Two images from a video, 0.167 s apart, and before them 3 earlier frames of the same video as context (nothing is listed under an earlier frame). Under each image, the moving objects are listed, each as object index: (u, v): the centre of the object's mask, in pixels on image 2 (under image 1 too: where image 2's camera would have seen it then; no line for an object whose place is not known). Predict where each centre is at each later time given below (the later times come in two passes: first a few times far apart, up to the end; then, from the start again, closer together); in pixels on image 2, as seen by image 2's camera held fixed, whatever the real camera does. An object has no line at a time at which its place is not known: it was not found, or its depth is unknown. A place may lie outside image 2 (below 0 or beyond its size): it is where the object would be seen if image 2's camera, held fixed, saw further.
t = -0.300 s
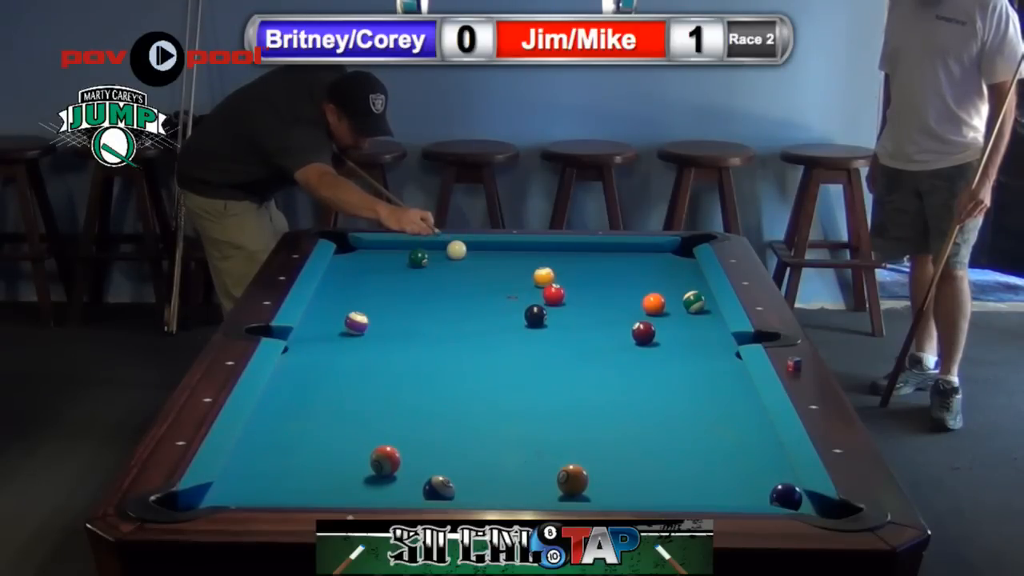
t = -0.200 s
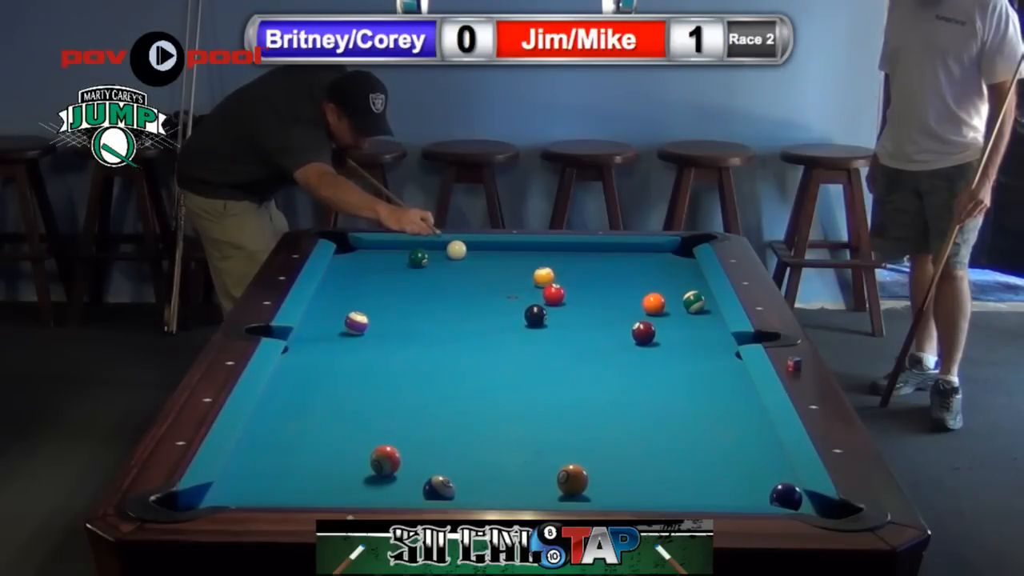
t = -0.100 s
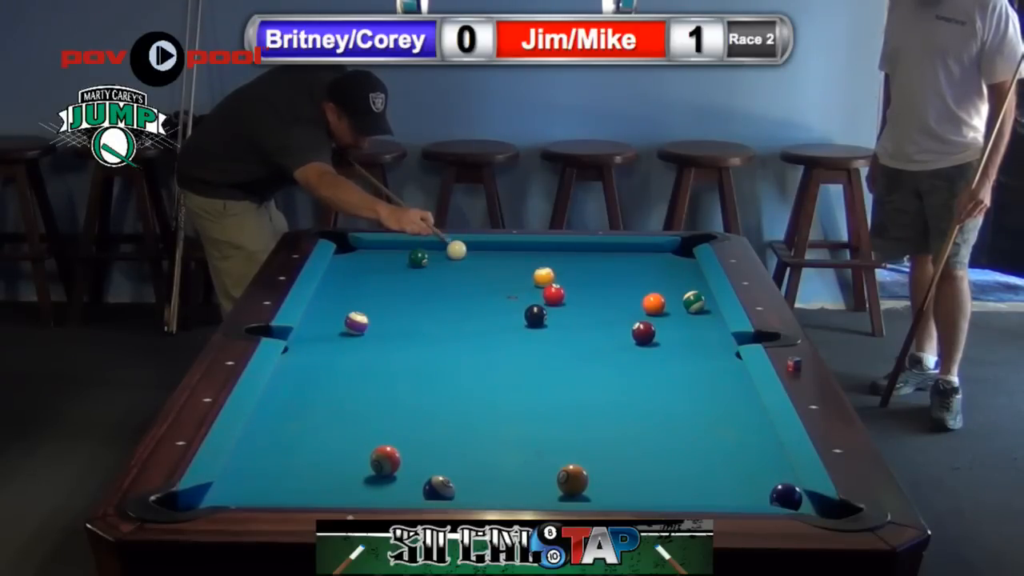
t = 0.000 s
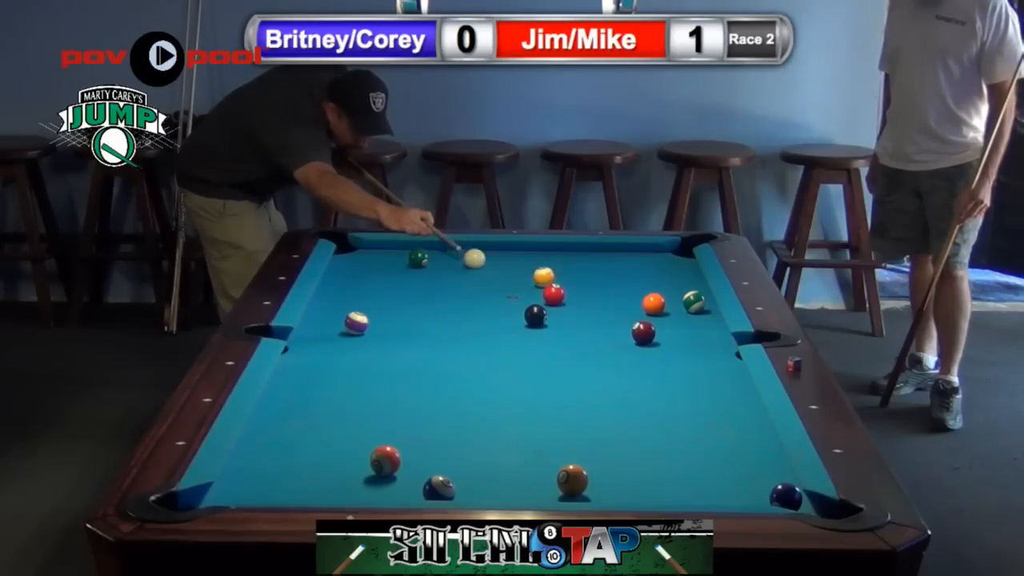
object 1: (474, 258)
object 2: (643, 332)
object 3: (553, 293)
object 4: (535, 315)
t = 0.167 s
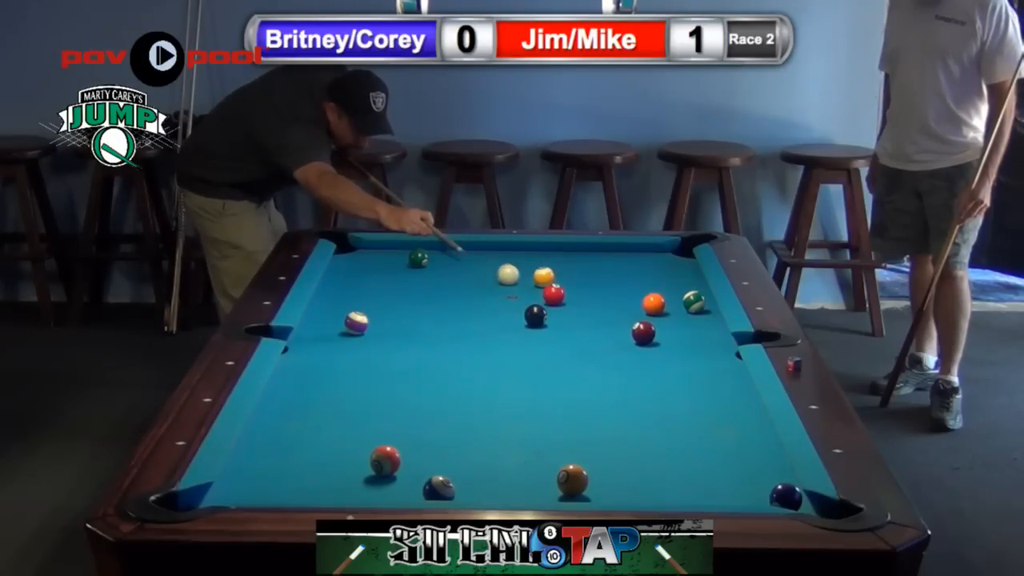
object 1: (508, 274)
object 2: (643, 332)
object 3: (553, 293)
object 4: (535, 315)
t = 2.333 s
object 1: (580, 321)
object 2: (643, 390)
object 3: (645, 344)
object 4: (510, 330)
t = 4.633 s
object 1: (581, 321)
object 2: (638, 429)
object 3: (612, 348)
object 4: (509, 331)
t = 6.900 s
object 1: (582, 321)
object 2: (638, 429)
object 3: (612, 348)
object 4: (509, 331)
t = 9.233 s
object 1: (582, 321)
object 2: (638, 429)
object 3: (612, 348)
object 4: (509, 331)
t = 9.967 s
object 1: (582, 321)
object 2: (638, 428)
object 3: (612, 349)
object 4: (509, 331)
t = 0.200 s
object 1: (514, 277)
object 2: (643, 332)
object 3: (553, 293)
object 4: (535, 315)
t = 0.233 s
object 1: (522, 281)
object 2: (643, 332)
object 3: (553, 293)
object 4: (535, 315)
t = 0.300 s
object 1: (535, 287)
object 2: (643, 332)
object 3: (553, 294)
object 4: (535, 315)
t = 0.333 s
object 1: (539, 290)
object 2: (643, 332)
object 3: (557, 295)
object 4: (535, 315)
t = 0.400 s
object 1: (538, 291)
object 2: (643, 332)
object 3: (573, 301)
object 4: (535, 315)
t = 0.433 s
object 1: (538, 292)
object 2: (643, 332)
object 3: (580, 303)
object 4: (535, 315)
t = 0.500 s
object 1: (539, 294)
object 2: (643, 332)
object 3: (593, 307)
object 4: (535, 315)
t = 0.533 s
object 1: (540, 295)
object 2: (643, 332)
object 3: (599, 310)
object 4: (535, 315)
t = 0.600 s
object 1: (541, 297)
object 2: (643, 332)
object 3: (612, 314)
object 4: (535, 315)
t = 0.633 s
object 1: (542, 298)
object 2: (643, 332)
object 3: (618, 316)
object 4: (535, 315)
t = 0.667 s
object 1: (542, 298)
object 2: (643, 332)
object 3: (624, 318)
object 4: (535, 315)
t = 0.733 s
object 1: (543, 300)
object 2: (643, 332)
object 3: (636, 319)
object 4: (535, 315)
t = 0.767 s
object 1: (544, 301)
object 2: (643, 332)
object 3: (646, 319)
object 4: (535, 315)
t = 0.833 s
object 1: (545, 303)
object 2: (643, 335)
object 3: (659, 326)
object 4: (535, 315)
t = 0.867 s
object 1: (546, 304)
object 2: (644, 337)
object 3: (665, 327)
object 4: (535, 315)
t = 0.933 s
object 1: (548, 306)
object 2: (644, 339)
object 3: (678, 330)
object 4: (535, 315)
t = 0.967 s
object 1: (548, 308)
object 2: (644, 341)
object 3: (684, 330)
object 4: (535, 315)
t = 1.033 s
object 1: (550, 310)
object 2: (645, 343)
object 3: (697, 332)
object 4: (534, 316)
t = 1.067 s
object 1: (550, 311)
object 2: (645, 344)
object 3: (703, 333)
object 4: (533, 316)
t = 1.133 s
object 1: (551, 312)
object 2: (645, 347)
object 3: (716, 334)
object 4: (531, 317)
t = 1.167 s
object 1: (552, 312)
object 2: (645, 349)
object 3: (717, 334)
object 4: (530, 318)
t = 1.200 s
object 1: (554, 313)
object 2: (645, 350)
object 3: (714, 335)
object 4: (529, 318)
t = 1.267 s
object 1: (556, 313)
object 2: (645, 353)
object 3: (709, 336)
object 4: (528, 319)
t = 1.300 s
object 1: (557, 314)
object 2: (645, 354)
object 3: (707, 336)
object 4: (527, 320)
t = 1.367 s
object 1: (560, 314)
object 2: (645, 356)
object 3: (702, 336)
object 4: (526, 321)
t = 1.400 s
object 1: (561, 315)
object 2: (645, 358)
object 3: (699, 337)
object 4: (525, 321)
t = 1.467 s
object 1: (563, 315)
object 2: (645, 360)
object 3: (695, 338)
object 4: (524, 322)
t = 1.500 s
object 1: (564, 316)
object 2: (645, 362)
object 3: (692, 338)
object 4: (523, 322)
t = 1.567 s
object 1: (566, 316)
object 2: (645, 364)
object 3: (688, 338)
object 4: (522, 323)
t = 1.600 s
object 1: (566, 317)
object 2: (645, 365)
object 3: (686, 339)
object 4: (521, 323)
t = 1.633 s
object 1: (567, 317)
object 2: (645, 366)
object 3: (684, 339)
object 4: (520, 324)
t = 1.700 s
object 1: (569, 317)
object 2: (645, 369)
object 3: (679, 340)
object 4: (519, 325)
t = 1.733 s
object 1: (570, 318)
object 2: (645, 370)
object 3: (677, 340)
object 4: (518, 325)
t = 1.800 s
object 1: (571, 318)
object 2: (645, 372)
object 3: (673, 340)
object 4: (517, 325)
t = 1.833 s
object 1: (572, 318)
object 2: (645, 373)
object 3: (671, 341)
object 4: (517, 326)
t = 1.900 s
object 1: (573, 319)
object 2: (644, 376)
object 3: (667, 341)
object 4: (515, 326)
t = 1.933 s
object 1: (574, 319)
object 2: (644, 377)
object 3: (665, 342)
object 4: (515, 327)
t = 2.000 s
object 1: (575, 319)
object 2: (644, 379)
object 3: (662, 342)
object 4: (514, 327)
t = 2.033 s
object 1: (575, 319)
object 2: (644, 380)
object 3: (660, 343)
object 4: (513, 327)
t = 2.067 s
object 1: (576, 320)
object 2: (644, 381)
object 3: (658, 343)
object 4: (513, 328)
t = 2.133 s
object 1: (577, 320)
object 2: (644, 383)
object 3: (655, 343)
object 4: (512, 328)
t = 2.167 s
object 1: (578, 320)
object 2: (644, 384)
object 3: (653, 343)
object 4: (512, 329)
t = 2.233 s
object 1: (579, 320)
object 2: (644, 387)
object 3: (650, 344)
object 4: (511, 329)
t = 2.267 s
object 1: (579, 320)
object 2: (644, 388)
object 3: (648, 344)
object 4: (511, 329)
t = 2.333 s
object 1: (580, 321)
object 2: (643, 390)
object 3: (645, 344)
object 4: (510, 330)
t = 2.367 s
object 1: (580, 321)
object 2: (643, 391)
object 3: (644, 345)
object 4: (510, 330)
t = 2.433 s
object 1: (580, 321)
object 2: (643, 393)
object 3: (641, 345)
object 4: (510, 330)
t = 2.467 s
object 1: (580, 321)
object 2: (643, 394)
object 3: (639, 345)
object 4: (510, 330)
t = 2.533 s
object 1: (581, 321)
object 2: (643, 396)
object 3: (637, 345)
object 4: (510, 331)
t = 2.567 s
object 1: (581, 321)
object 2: (643, 397)
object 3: (635, 346)
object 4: (510, 331)
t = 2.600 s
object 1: (581, 321)
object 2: (643, 398)
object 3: (634, 346)
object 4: (510, 331)
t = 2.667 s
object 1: (581, 321)
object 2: (642, 400)
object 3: (632, 346)
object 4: (509, 331)
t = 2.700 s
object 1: (581, 321)
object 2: (642, 400)
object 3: (630, 346)
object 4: (509, 331)
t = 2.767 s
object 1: (582, 321)
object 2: (642, 402)
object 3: (628, 346)
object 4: (509, 331)
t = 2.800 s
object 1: (582, 321)
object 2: (642, 403)
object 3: (627, 346)
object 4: (509, 331)
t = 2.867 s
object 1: (582, 321)
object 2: (641, 405)
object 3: (625, 346)
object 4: (509, 331)
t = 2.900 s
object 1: (581, 321)
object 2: (641, 405)
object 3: (624, 347)
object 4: (509, 331)
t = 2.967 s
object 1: (582, 321)
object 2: (641, 407)
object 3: (622, 347)
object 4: (509, 331)
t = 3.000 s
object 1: (582, 321)
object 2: (641, 408)
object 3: (622, 347)
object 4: (509, 331)
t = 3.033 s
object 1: (581, 321)
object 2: (640, 409)
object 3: (621, 347)
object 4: (509, 331)
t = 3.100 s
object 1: (582, 321)
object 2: (640, 410)
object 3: (619, 347)
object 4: (509, 331)
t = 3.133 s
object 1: (582, 321)
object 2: (640, 411)
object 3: (619, 347)
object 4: (509, 331)
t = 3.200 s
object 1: (582, 321)
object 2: (639, 412)
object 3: (617, 347)
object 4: (509, 331)
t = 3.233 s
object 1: (581, 321)
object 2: (639, 413)
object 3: (617, 348)
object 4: (509, 331)
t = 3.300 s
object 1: (581, 321)
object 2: (639, 414)
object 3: (616, 348)
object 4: (509, 331)
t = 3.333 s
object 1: (581, 321)
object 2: (639, 415)
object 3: (615, 348)
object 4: (509, 331)
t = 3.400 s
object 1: (582, 321)
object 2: (639, 416)
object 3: (614, 348)
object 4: (509, 331)
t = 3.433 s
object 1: (581, 321)
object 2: (639, 417)
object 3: (614, 348)
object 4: (509, 331)
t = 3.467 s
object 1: (582, 321)
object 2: (638, 417)
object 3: (614, 348)
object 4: (509, 331)
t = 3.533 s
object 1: (582, 321)
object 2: (638, 419)
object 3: (613, 348)
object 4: (509, 331)
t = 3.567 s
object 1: (581, 321)
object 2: (638, 419)
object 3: (613, 348)
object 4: (509, 331)
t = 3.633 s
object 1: (581, 321)
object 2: (638, 420)
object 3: (613, 348)
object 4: (509, 331)
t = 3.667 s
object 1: (582, 321)
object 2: (638, 421)
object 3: (613, 348)
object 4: (509, 331)
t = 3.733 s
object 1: (582, 321)
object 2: (638, 421)
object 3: (613, 348)
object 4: (509, 331)
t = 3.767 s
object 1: (581, 321)
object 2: (638, 422)
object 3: (612, 348)
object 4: (509, 331)
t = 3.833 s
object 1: (581, 321)
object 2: (638, 423)
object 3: (612, 348)
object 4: (509, 331)
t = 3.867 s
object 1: (581, 321)
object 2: (638, 423)
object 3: (612, 348)
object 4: (509, 331)
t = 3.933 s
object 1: (582, 321)
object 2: (638, 424)
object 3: (612, 348)
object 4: (509, 331)
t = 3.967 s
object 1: (582, 321)
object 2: (638, 425)
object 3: (612, 348)
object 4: (509, 331)
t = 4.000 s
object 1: (581, 321)
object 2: (638, 425)
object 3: (612, 348)
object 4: (509, 331)
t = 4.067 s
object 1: (581, 321)
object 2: (638, 426)
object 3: (612, 348)
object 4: (509, 331)
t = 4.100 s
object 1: (582, 321)
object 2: (637, 426)
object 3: (612, 348)
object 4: (509, 331)
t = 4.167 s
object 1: (581, 321)
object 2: (638, 427)
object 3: (612, 348)
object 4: (509, 331)
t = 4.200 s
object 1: (581, 321)
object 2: (638, 427)
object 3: (612, 348)
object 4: (509, 331)
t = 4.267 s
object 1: (582, 321)
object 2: (638, 428)
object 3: (612, 348)
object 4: (509, 331)
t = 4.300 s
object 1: (581, 321)
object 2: (638, 428)
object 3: (612, 348)
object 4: (509, 331)
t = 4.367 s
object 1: (582, 321)
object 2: (638, 428)
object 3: (612, 348)
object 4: (509, 331)
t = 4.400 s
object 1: (581, 321)
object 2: (638, 428)
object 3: (612, 348)
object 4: (509, 331)
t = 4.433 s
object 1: (581, 321)
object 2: (638, 428)
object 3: (612, 348)
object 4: (509, 331)
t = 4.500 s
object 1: (581, 321)
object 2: (638, 429)
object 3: (612, 348)
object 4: (509, 331)
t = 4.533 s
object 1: (581, 321)
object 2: (638, 429)
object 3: (612, 348)
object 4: (509, 331)
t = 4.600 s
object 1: (581, 321)
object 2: (638, 429)
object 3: (612, 348)
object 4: (509, 331)
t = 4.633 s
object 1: (581, 321)
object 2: (638, 429)
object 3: (612, 348)
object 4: (509, 331)
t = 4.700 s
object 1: (582, 321)
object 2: (638, 428)
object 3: (612, 348)
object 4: (509, 331)
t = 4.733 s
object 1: (582, 321)
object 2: (638, 428)
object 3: (612, 348)
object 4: (509, 331)
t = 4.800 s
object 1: (581, 321)
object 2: (638, 429)
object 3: (612, 348)
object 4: (509, 331)
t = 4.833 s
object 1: (581, 321)
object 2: (638, 429)
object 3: (612, 348)
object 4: (509, 331)
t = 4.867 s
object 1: (581, 321)
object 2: (638, 429)
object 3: (612, 348)
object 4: (509, 331)
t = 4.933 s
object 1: (582, 321)
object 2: (638, 428)
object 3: (612, 348)
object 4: (509, 331)
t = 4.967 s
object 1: (582, 321)
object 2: (638, 429)
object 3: (612, 348)
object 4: (509, 331)
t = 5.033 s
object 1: (581, 321)
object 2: (638, 429)
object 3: (612, 349)
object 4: (509, 331)
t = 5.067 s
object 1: (581, 321)
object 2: (638, 428)
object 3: (612, 348)
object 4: (509, 331)
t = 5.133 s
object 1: (582, 321)
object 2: (638, 428)
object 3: (612, 349)
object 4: (509, 331)
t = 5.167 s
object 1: (581, 321)
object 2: (638, 429)
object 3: (612, 348)
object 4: (509, 331)
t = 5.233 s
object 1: (581, 321)
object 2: (638, 429)
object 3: (612, 348)
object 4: (509, 331)
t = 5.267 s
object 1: (581, 321)
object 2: (638, 428)
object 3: (612, 349)
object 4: (509, 331)
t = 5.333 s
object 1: (581, 321)
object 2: (638, 429)
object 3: (612, 349)
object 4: (509, 331)
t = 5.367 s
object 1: (581, 321)
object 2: (638, 429)
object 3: (612, 348)
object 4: (509, 331)
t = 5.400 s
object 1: (581, 321)
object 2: (638, 429)
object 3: (612, 349)
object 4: (509, 331)
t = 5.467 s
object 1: (581, 321)
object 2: (638, 429)
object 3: (612, 349)
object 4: (509, 331)
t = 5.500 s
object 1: (581, 321)
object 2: (638, 429)
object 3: (612, 349)
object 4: (509, 331)
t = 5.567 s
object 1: (582, 321)
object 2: (638, 429)
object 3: (612, 349)
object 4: (509, 331)
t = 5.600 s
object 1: (581, 321)
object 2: (638, 429)
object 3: (612, 348)
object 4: (509, 331)
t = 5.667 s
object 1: (581, 321)
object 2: (638, 429)
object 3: (612, 348)
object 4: (509, 331)
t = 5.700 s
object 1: (582, 321)
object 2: (638, 429)
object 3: (612, 348)
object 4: (509, 331)
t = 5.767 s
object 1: (581, 321)
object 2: (638, 429)
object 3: (612, 348)
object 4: (509, 331)
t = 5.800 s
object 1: (582, 321)
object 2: (638, 429)
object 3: (612, 348)
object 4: (509, 331)
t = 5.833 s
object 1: (581, 321)
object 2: (638, 429)
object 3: (612, 348)
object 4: (509, 331)
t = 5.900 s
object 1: (581, 321)
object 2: (638, 428)
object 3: (612, 348)
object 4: (509, 331)
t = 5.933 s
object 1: (582, 321)
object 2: (638, 429)
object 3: (612, 348)
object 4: (509, 331)
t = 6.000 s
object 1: (581, 321)
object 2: (638, 429)
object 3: (612, 348)
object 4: (509, 331)
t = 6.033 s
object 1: (581, 321)
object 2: (638, 428)
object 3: (612, 349)
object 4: (509, 331)
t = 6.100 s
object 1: (581, 321)
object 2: (638, 429)
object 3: (612, 349)
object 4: (509, 331)
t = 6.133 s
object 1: (581, 321)
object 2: (638, 429)
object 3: (612, 348)
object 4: (509, 331)
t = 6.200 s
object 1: (581, 321)
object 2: (638, 429)
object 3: (612, 348)
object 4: (509, 331)
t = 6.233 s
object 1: (581, 321)
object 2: (638, 429)
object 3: (612, 349)
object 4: (509, 331)
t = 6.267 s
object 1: (581, 321)
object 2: (638, 429)
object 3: (612, 348)
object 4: (509, 331)
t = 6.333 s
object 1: (581, 321)
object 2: (638, 429)
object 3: (612, 348)
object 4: (509, 331)
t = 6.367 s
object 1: (581, 321)
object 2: (638, 429)
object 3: (612, 348)
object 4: (509, 331)
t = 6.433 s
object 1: (581, 321)
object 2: (638, 429)
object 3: (612, 349)
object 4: (509, 331)
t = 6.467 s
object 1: (581, 321)
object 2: (638, 429)
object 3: (612, 349)
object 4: (509, 331)
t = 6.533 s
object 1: (581, 321)
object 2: (638, 429)
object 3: (612, 349)
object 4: (509, 331)
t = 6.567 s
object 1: (581, 321)
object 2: (638, 429)
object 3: (612, 348)
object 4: (509, 331)
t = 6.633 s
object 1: (581, 321)
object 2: (638, 429)
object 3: (612, 348)
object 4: (509, 331)
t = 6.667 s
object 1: (581, 321)
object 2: (638, 429)
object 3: (612, 348)
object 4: (509, 331)
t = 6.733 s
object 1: (582, 321)
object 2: (638, 429)
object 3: (612, 348)
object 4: (509, 331)
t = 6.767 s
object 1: (582, 321)
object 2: (638, 429)
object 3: (612, 348)
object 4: (509, 331)
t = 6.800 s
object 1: (581, 321)
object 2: (638, 429)
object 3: (612, 349)
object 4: (509, 331)
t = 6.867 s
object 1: (581, 321)
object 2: (638, 429)
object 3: (612, 349)
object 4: (509, 331)
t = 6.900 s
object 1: (582, 321)
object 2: (638, 429)
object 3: (612, 348)
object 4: (509, 331)
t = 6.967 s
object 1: (582, 321)
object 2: (638, 429)
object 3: (612, 348)
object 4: (509, 331)
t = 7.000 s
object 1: (582, 321)
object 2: (638, 429)
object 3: (612, 348)
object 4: (509, 331)
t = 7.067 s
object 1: (581, 321)
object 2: (638, 429)
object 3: (612, 348)
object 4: (509, 331)
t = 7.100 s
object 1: (581, 321)
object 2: (638, 429)
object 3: (612, 348)
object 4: (509, 331)
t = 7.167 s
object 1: (581, 321)
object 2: (638, 428)
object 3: (612, 349)
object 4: (509, 331)
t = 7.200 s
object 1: (581, 321)
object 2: (638, 429)
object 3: (612, 348)
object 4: (509, 331)
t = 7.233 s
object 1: (581, 321)
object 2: (638, 429)
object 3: (612, 348)
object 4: (509, 331)
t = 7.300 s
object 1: (581, 321)
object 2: (638, 429)
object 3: (612, 348)
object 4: (509, 331)
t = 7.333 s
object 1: (582, 321)
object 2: (638, 429)
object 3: (612, 349)
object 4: (509, 331)
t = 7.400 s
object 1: (581, 321)
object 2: (638, 429)
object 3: (612, 348)
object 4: (509, 331)
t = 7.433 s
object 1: (581, 321)
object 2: (638, 429)
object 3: (612, 349)
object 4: (509, 331)
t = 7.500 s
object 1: (581, 321)
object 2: (638, 429)
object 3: (612, 348)
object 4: (509, 331)
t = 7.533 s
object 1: (581, 321)
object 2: (638, 429)
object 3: (612, 349)
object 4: (509, 331)
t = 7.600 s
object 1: (581, 321)
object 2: (638, 429)
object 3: (612, 349)
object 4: (509, 331)
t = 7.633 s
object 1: (581, 321)
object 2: (638, 429)
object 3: (612, 348)
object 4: (509, 331)
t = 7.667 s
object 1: (581, 321)
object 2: (638, 429)
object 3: (612, 349)
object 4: (509, 331)
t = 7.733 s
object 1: (581, 321)
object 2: (638, 429)
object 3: (612, 349)
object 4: (509, 331)
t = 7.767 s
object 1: (581, 321)
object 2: (638, 428)
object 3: (612, 349)
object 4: (509, 331)
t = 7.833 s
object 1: (581, 321)
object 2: (638, 429)
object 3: (612, 348)
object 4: (509, 331)
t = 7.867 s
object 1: (581, 321)
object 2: (638, 429)
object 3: (612, 348)
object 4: (509, 331)
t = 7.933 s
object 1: (582, 321)
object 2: (638, 429)
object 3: (612, 349)
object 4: (509, 331)
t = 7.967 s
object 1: (581, 321)
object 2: (638, 428)
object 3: (612, 349)
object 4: (509, 331)
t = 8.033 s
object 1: (582, 321)
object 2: (638, 428)
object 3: (612, 349)
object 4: (509, 331)
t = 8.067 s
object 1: (581, 321)
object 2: (638, 429)
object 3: (612, 348)
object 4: (509, 331)
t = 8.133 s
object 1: (581, 321)
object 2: (638, 429)
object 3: (612, 348)
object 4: (509, 331)
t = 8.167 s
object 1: (581, 321)
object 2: (638, 428)
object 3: (612, 349)
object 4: (509, 331)
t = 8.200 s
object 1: (581, 321)
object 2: (638, 429)
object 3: (612, 348)
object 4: (509, 331)
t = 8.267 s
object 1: (581, 321)
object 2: (638, 429)
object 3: (612, 348)
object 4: (509, 331)
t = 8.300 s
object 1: (581, 321)
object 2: (638, 429)
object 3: (612, 348)
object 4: (509, 331)
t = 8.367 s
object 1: (582, 321)
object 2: (638, 429)
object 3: (612, 349)
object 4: (509, 331)
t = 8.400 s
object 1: (582, 321)
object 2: (638, 429)
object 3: (612, 348)
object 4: (509, 331)
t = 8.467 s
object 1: (581, 321)
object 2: (638, 429)
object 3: (612, 349)
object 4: (509, 331)
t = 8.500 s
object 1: (581, 321)
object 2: (638, 429)
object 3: (612, 349)
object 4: (509, 331)
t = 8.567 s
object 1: (582, 321)
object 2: (638, 429)
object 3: (612, 348)
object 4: (509, 331)
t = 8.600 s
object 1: (581, 321)
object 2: (638, 429)
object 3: (612, 349)
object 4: (509, 331)
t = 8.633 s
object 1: (581, 321)
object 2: (638, 429)
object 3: (612, 348)
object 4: (509, 331)
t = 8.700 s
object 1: (581, 321)
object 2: (638, 429)
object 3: (612, 349)
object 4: (509, 331)
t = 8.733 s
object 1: (582, 321)
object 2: (638, 429)
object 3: (612, 349)
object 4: (509, 331)
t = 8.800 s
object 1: (581, 321)
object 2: (638, 429)
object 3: (612, 349)
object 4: (509, 331)
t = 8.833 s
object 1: (581, 321)
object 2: (638, 429)
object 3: (612, 348)
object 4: (509, 331)
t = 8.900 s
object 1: (581, 321)
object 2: (638, 429)
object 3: (612, 348)
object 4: (509, 331)
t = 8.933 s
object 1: (582, 321)
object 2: (638, 429)
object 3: (612, 349)
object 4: (509, 331)
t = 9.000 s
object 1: (581, 321)
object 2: (638, 429)
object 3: (612, 349)
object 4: (509, 331)
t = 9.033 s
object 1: (581, 321)
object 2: (638, 429)
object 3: (612, 348)
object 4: (509, 331)
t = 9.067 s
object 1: (581, 321)
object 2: (638, 429)
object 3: (612, 348)
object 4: (509, 331)
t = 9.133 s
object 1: (581, 321)
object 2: (638, 429)
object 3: (612, 349)
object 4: (509, 331)
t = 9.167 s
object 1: (582, 321)
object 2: (638, 429)
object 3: (612, 348)
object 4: (509, 331)
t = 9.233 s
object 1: (582, 321)
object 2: (638, 429)
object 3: (612, 348)
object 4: (509, 331)
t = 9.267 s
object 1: (581, 321)
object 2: (638, 429)
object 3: (612, 348)
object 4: (509, 331)
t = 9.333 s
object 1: (582, 321)
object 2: (638, 429)
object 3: (612, 348)
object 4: (509, 331)
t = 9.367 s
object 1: (581, 321)
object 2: (638, 428)
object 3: (612, 348)
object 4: (509, 331)
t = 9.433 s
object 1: (581, 321)
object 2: (638, 429)
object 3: (612, 349)
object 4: (509, 331)
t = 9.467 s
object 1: (581, 321)
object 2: (638, 428)
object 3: (612, 349)
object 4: (509, 331)
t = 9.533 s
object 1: (581, 321)
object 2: (638, 429)
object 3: (612, 348)
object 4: (509, 331)
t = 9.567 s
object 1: (581, 321)
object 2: (638, 429)
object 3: (612, 349)
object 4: (509, 331)
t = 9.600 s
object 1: (581, 321)
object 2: (638, 428)
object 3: (612, 349)
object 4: (509, 331)
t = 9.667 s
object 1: (581, 321)
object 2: (638, 428)
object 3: (612, 349)
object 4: (509, 331)
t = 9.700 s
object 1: (582, 321)
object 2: (638, 428)
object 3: (612, 348)
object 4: (509, 331)
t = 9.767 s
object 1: (581, 321)
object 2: (638, 428)
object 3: (612, 349)
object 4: (509, 331)
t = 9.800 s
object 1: (581, 321)
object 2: (638, 428)
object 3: (612, 348)
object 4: (509, 331)
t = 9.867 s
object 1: (581, 321)
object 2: (638, 429)
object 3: (612, 349)
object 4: (509, 331)
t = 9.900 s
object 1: (582, 321)
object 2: (638, 429)
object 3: (612, 348)
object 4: (509, 331)
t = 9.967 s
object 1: (582, 321)
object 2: (638, 428)
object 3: (612, 349)
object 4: (509, 331)
